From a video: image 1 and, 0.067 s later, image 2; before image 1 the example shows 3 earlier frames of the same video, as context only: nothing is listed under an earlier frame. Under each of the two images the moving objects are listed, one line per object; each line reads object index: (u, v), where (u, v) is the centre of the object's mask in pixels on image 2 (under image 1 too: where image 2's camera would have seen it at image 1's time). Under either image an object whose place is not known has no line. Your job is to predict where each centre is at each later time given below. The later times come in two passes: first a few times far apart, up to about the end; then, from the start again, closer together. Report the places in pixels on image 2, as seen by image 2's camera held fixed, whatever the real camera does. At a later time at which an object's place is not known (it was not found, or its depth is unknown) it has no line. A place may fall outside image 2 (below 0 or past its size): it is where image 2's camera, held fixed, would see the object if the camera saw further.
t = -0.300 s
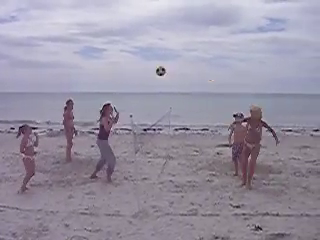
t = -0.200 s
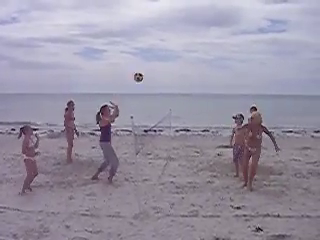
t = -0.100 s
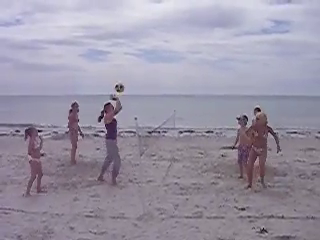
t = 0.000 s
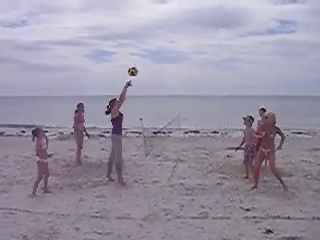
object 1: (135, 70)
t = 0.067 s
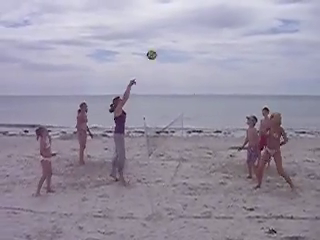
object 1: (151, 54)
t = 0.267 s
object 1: (196, 22)
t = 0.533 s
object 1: (249, 16)
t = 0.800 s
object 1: (292, 45)
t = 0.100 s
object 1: (159, 47)
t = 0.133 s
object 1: (167, 41)
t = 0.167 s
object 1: (174, 35)
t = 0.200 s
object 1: (182, 30)
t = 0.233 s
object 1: (189, 26)
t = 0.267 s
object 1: (196, 22)
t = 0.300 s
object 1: (203, 19)
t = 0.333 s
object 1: (210, 17)
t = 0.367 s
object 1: (217, 16)
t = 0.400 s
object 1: (223, 15)
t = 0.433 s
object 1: (230, 14)
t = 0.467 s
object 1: (237, 14)
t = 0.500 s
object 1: (243, 15)
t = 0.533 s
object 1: (249, 16)
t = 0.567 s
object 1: (255, 18)
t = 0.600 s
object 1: (261, 20)
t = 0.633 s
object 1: (266, 23)
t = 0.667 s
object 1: (272, 27)
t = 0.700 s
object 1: (277, 31)
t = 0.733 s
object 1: (282, 36)
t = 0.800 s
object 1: (292, 45)
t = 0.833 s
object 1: (297, 51)
